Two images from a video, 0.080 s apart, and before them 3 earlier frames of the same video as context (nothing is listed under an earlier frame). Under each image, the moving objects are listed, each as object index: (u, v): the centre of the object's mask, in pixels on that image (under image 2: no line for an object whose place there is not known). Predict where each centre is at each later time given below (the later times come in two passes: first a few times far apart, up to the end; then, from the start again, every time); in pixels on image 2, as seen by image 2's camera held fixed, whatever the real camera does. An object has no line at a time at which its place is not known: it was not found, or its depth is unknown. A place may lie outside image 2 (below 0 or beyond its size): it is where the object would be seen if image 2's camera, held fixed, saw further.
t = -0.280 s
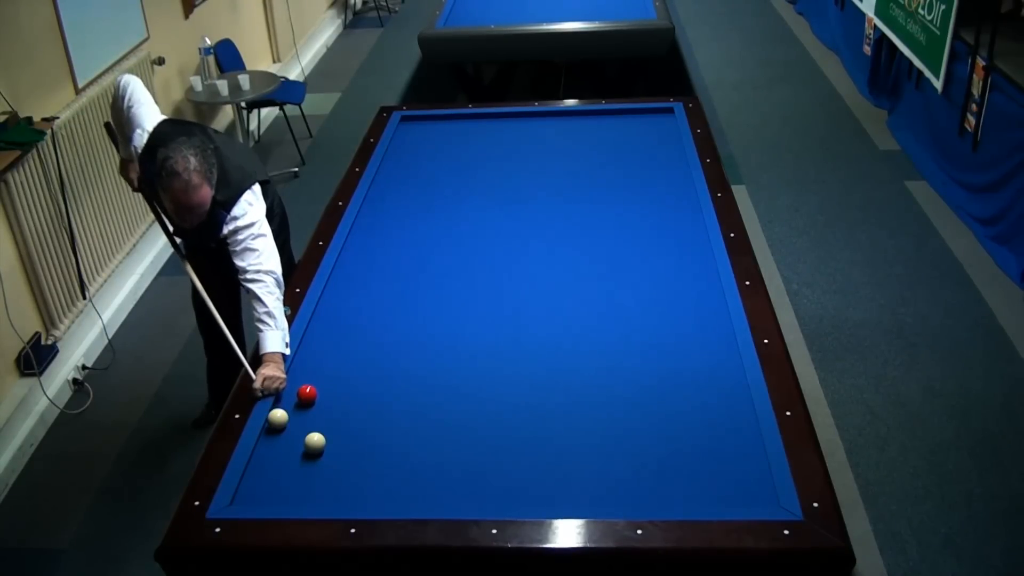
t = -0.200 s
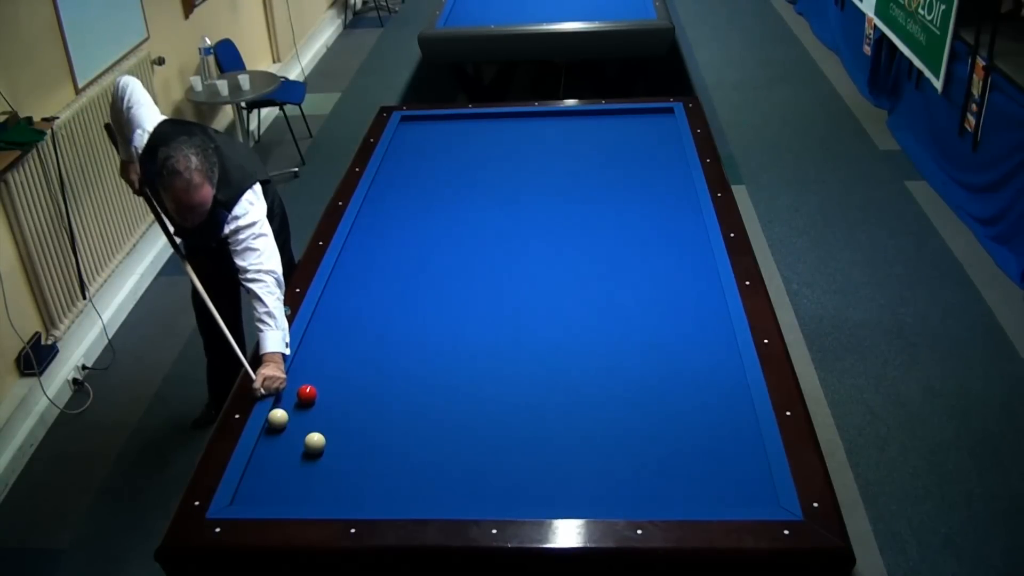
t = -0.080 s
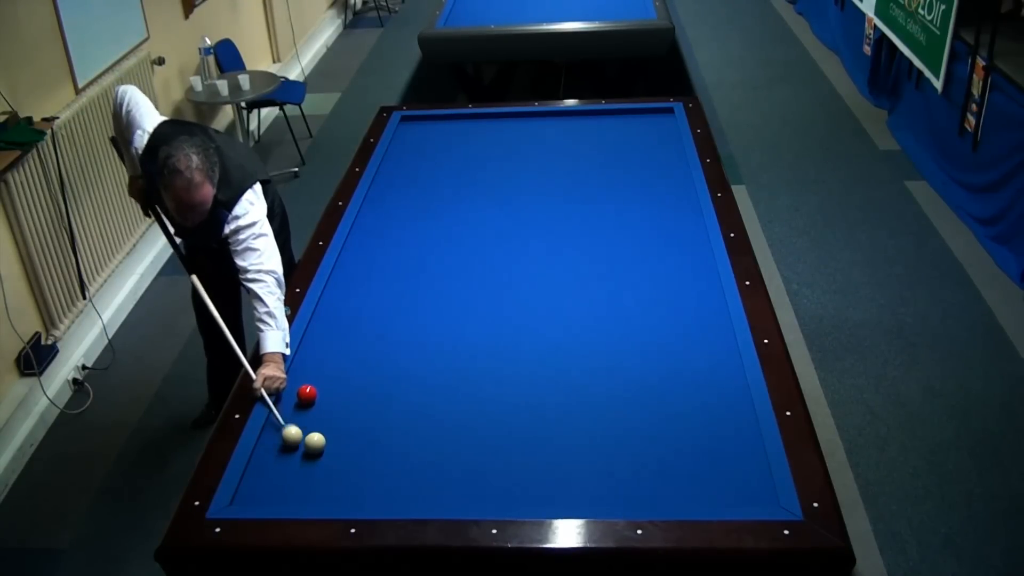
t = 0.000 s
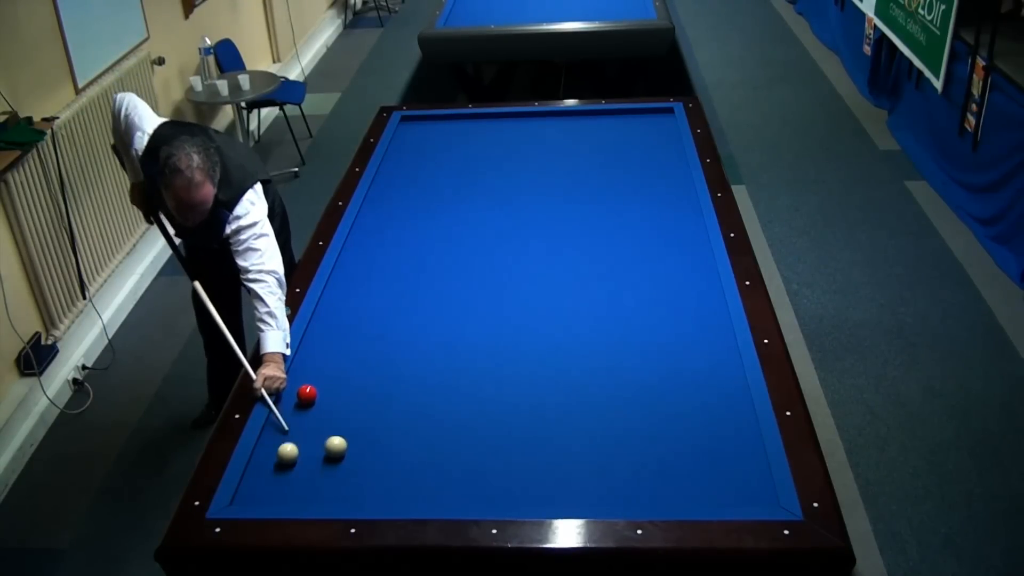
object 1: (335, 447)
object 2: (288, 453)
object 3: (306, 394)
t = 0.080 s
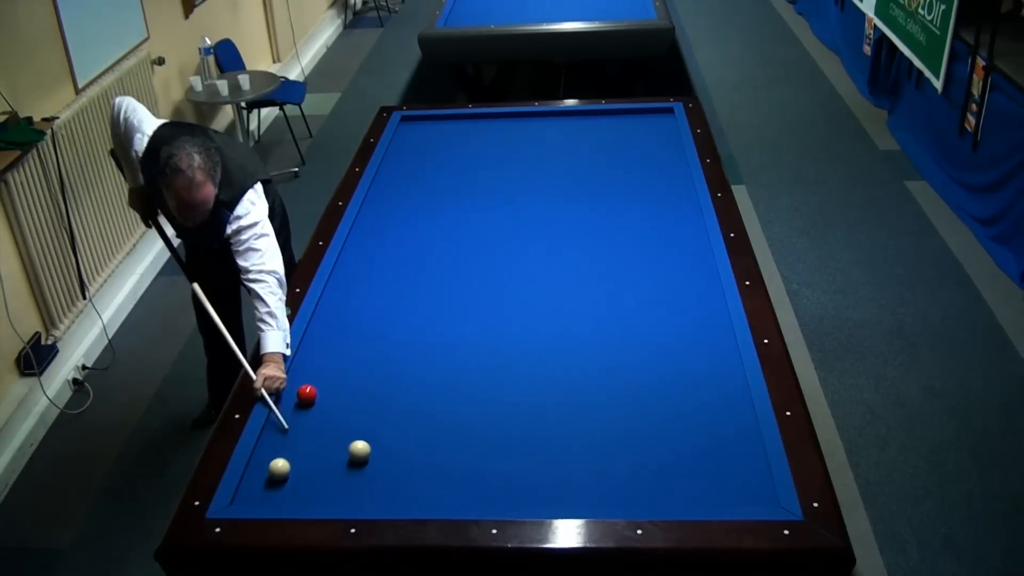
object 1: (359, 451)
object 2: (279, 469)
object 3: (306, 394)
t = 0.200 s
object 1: (391, 456)
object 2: (269, 488)
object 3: (306, 394)
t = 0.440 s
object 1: (454, 468)
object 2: (272, 482)
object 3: (306, 394)
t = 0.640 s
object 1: (507, 477)
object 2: (280, 465)
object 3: (306, 394)
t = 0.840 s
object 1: (562, 487)
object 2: (287, 450)
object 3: (306, 394)
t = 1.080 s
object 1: (630, 497)
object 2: (296, 432)
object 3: (306, 394)
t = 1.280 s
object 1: (680, 495)
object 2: (302, 419)
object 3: (306, 394)
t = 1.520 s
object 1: (737, 488)
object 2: (309, 407)
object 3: (306, 390)
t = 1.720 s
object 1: (747, 485)
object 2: (316, 403)
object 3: (306, 386)
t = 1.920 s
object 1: (719, 482)
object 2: (322, 400)
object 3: (306, 381)
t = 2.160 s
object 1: (686, 479)
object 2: (328, 397)
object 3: (306, 375)
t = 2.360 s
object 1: (660, 475)
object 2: (332, 394)
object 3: (306, 370)
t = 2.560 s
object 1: (635, 473)
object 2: (336, 392)
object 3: (306, 366)
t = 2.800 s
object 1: (605, 469)
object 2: (340, 390)
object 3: (306, 362)
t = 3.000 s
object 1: (582, 466)
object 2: (343, 388)
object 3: (306, 358)
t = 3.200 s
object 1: (560, 464)
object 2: (346, 387)
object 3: (307, 356)
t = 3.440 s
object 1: (535, 460)
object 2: (348, 386)
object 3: (307, 352)
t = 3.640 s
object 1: (515, 458)
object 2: (349, 385)
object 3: (308, 350)
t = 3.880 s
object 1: (492, 454)
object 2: (350, 385)
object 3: (308, 347)
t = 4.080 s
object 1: (474, 453)
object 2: (350, 385)
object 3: (309, 346)
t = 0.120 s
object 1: (370, 453)
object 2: (275, 476)
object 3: (306, 394)
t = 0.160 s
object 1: (380, 455)
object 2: (272, 482)
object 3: (306, 394)
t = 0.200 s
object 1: (391, 456)
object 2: (269, 488)
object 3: (306, 394)
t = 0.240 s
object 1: (401, 459)
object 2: (265, 494)
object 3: (306, 394)
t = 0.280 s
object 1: (412, 460)
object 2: (264, 497)
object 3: (306, 394)
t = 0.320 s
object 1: (422, 462)
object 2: (266, 492)
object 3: (306, 394)
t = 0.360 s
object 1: (433, 464)
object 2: (268, 489)
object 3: (306, 394)
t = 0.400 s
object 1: (443, 465)
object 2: (270, 485)
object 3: (306, 394)
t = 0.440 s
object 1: (454, 468)
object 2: (272, 482)
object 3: (306, 394)
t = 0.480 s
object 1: (465, 469)
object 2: (273, 478)
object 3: (306, 394)
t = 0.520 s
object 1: (475, 471)
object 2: (275, 475)
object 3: (306, 394)
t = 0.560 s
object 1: (486, 474)
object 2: (277, 471)
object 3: (306, 394)
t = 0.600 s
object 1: (497, 476)
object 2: (278, 468)
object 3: (306, 394)
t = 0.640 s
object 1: (507, 477)
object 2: (280, 465)
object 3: (306, 394)
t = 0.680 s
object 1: (519, 479)
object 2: (281, 462)
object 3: (306, 394)
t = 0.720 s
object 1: (529, 480)
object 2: (283, 459)
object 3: (306, 394)
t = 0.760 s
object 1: (540, 482)
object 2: (284, 456)
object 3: (306, 394)
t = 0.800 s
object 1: (551, 485)
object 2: (286, 452)
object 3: (306, 394)
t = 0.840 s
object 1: (562, 487)
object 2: (287, 450)
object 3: (306, 394)
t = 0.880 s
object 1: (573, 489)
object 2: (289, 447)
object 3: (306, 394)
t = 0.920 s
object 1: (584, 490)
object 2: (290, 444)
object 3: (306, 394)
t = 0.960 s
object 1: (596, 492)
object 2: (291, 441)
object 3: (306, 394)
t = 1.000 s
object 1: (607, 494)
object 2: (293, 438)
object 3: (306, 394)
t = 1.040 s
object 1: (619, 496)
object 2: (294, 435)
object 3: (306, 394)
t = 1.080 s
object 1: (630, 497)
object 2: (296, 432)
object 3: (306, 394)
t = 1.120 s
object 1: (641, 498)
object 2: (297, 430)
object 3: (306, 394)
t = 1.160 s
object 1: (651, 497)
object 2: (298, 427)
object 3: (306, 394)
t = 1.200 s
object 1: (661, 496)
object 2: (300, 424)
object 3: (306, 394)
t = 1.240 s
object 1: (670, 495)
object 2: (301, 422)
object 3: (306, 394)
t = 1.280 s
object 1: (680, 495)
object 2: (302, 419)
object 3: (306, 394)
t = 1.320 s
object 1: (690, 494)
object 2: (303, 417)
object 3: (306, 394)
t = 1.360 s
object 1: (699, 493)
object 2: (305, 414)
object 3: (306, 394)
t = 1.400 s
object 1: (709, 492)
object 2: (306, 411)
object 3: (307, 393)
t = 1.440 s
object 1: (718, 491)
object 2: (307, 410)
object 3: (307, 392)
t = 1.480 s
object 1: (728, 490)
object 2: (308, 407)
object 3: (306, 391)
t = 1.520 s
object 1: (737, 488)
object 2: (309, 407)
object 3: (306, 390)
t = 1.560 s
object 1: (746, 488)
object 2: (311, 406)
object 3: (306, 390)
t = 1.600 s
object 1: (756, 487)
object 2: (312, 405)
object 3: (306, 389)
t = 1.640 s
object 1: (761, 487)
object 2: (313, 405)
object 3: (306, 388)
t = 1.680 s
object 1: (754, 485)
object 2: (314, 404)
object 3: (306, 387)
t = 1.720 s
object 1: (747, 485)
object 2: (316, 403)
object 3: (306, 386)
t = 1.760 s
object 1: (742, 485)
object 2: (317, 402)
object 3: (306, 385)
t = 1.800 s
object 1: (736, 484)
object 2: (318, 401)
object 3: (306, 384)
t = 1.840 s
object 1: (730, 484)
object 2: (319, 402)
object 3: (306, 384)
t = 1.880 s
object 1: (724, 482)
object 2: (321, 400)
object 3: (306, 382)
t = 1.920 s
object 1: (719, 482)
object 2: (322, 400)
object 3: (306, 381)
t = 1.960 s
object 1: (713, 481)
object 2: (323, 399)
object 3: (306, 380)
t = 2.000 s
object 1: (708, 481)
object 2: (324, 399)
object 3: (306, 378)
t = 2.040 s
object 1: (703, 481)
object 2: (325, 398)
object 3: (306, 378)
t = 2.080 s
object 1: (697, 480)
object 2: (326, 398)
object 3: (306, 377)
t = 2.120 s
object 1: (692, 479)
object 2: (327, 397)
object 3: (306, 376)
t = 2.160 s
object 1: (686, 479)
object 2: (328, 397)
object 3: (306, 375)
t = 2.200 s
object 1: (681, 478)
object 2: (329, 396)
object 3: (306, 373)
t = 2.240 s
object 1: (676, 478)
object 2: (330, 395)
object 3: (306, 373)
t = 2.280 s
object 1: (670, 477)
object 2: (330, 395)
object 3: (306, 372)
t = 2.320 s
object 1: (665, 477)
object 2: (331, 395)
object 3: (306, 371)
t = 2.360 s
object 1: (660, 475)
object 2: (332, 394)
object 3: (306, 370)
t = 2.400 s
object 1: (655, 475)
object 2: (333, 394)
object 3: (306, 369)
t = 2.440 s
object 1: (650, 475)
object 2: (334, 393)
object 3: (306, 369)
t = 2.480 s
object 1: (645, 473)
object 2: (335, 392)
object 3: (306, 368)
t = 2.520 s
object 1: (639, 473)
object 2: (335, 393)
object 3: (306, 367)
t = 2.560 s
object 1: (635, 473)
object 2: (336, 392)
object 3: (306, 366)
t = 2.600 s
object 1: (630, 472)
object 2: (337, 392)
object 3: (306, 365)
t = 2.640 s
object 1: (625, 472)
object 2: (338, 391)
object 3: (306, 365)
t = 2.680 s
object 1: (620, 471)
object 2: (338, 391)
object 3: (306, 363)
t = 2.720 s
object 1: (615, 470)
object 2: (339, 391)
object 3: (306, 363)
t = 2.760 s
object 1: (610, 470)
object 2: (340, 390)
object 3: (306, 362)
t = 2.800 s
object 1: (605, 469)
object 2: (340, 390)
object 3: (306, 362)
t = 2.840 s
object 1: (601, 469)
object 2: (341, 389)
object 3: (306, 361)
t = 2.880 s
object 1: (596, 467)
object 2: (342, 389)
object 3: (306, 360)
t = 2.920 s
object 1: (591, 467)
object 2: (342, 389)
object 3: (306, 360)
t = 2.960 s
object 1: (587, 467)
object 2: (343, 389)
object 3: (306, 359)
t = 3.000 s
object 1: (582, 466)
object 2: (343, 388)
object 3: (306, 358)
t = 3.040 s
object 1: (578, 466)
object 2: (344, 388)
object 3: (306, 358)
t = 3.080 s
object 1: (573, 465)
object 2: (344, 388)
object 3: (306, 357)
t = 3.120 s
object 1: (569, 465)
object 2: (345, 387)
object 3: (307, 356)
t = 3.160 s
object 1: (564, 464)
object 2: (345, 387)
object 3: (306, 356)
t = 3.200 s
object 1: (560, 464)
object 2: (346, 387)
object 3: (307, 356)
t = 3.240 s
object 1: (556, 463)
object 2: (346, 387)
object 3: (307, 355)
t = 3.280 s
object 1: (551, 463)
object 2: (346, 387)
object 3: (307, 354)
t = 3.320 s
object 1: (547, 462)
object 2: (347, 386)
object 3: (307, 354)
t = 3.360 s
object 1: (543, 461)
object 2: (347, 386)
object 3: (307, 353)
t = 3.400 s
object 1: (539, 461)
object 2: (348, 386)
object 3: (307, 353)
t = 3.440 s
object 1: (535, 460)
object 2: (348, 386)
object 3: (307, 352)
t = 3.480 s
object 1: (531, 460)
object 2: (348, 386)
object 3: (307, 351)
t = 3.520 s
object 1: (527, 460)
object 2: (348, 385)
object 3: (307, 351)
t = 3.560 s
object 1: (522, 459)
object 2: (349, 385)
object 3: (308, 351)
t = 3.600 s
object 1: (519, 458)
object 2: (349, 385)
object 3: (308, 351)
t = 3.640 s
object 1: (515, 458)
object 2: (349, 385)
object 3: (308, 350)
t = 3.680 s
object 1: (511, 457)
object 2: (349, 385)
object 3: (308, 349)
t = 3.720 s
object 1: (507, 457)
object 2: (350, 385)
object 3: (308, 349)
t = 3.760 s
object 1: (503, 456)
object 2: (350, 385)
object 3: (308, 348)
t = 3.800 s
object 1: (499, 456)
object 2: (350, 385)
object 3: (308, 348)
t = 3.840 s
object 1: (496, 455)
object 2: (350, 385)
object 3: (308, 348)
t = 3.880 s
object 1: (492, 454)
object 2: (350, 385)
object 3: (308, 347)
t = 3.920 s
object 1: (488, 454)
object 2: (350, 385)
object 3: (308, 347)
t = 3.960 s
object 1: (484, 454)
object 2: (350, 385)
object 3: (309, 347)
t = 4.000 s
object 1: (481, 454)
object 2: (350, 385)
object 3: (309, 347)
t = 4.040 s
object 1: (477, 453)
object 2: (350, 385)
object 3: (309, 346)
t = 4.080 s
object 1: (474, 453)
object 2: (350, 385)
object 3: (309, 346)
